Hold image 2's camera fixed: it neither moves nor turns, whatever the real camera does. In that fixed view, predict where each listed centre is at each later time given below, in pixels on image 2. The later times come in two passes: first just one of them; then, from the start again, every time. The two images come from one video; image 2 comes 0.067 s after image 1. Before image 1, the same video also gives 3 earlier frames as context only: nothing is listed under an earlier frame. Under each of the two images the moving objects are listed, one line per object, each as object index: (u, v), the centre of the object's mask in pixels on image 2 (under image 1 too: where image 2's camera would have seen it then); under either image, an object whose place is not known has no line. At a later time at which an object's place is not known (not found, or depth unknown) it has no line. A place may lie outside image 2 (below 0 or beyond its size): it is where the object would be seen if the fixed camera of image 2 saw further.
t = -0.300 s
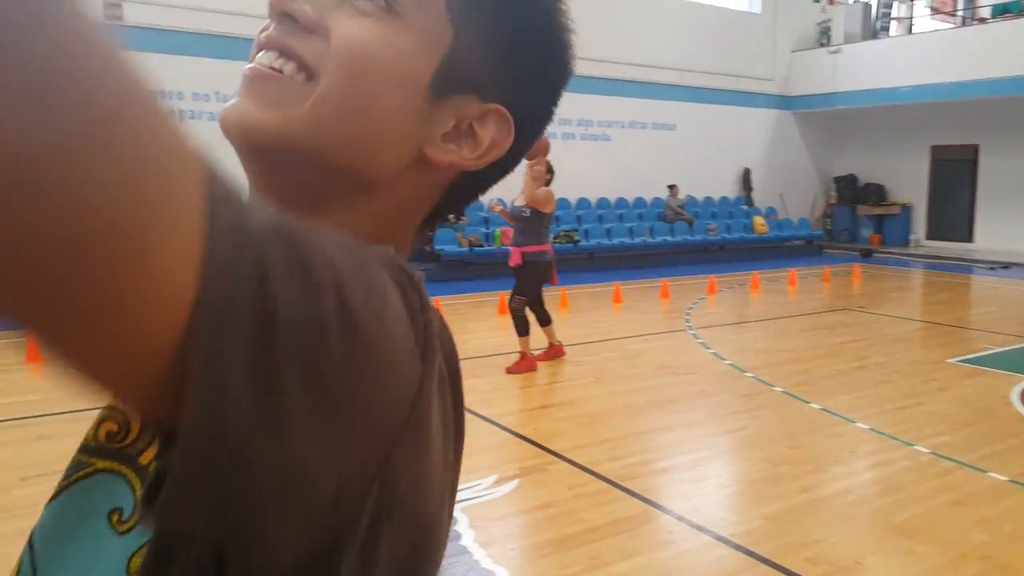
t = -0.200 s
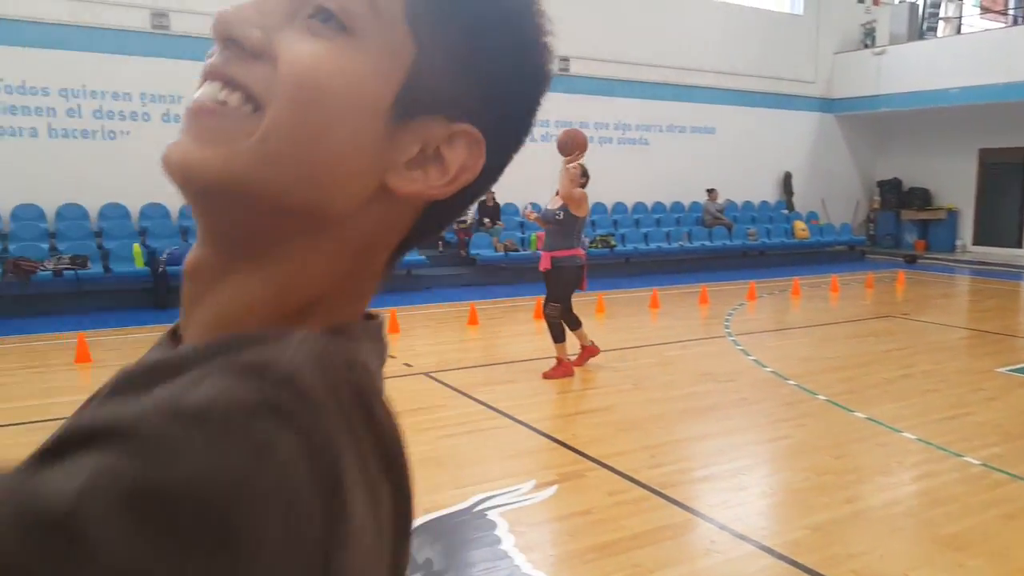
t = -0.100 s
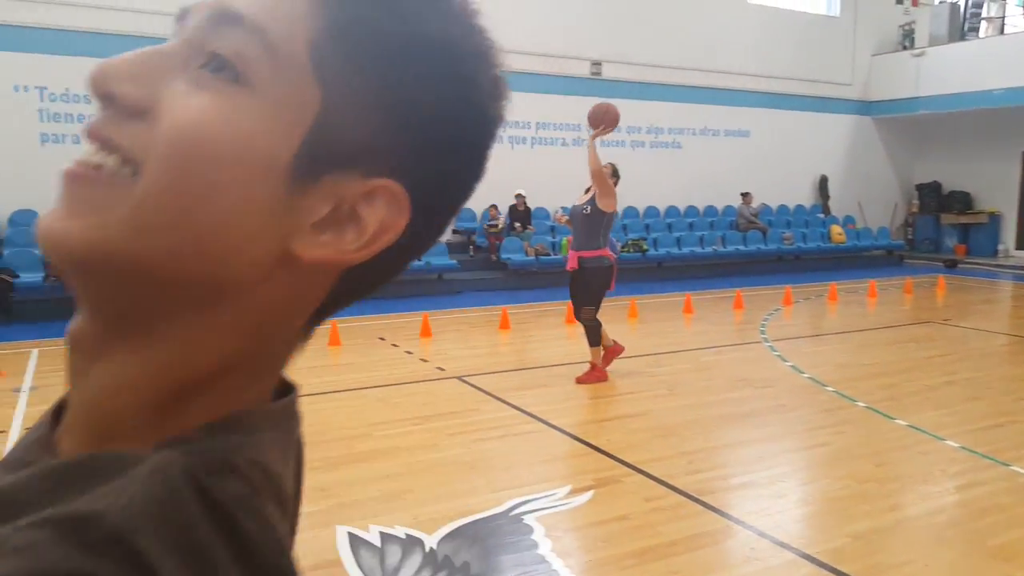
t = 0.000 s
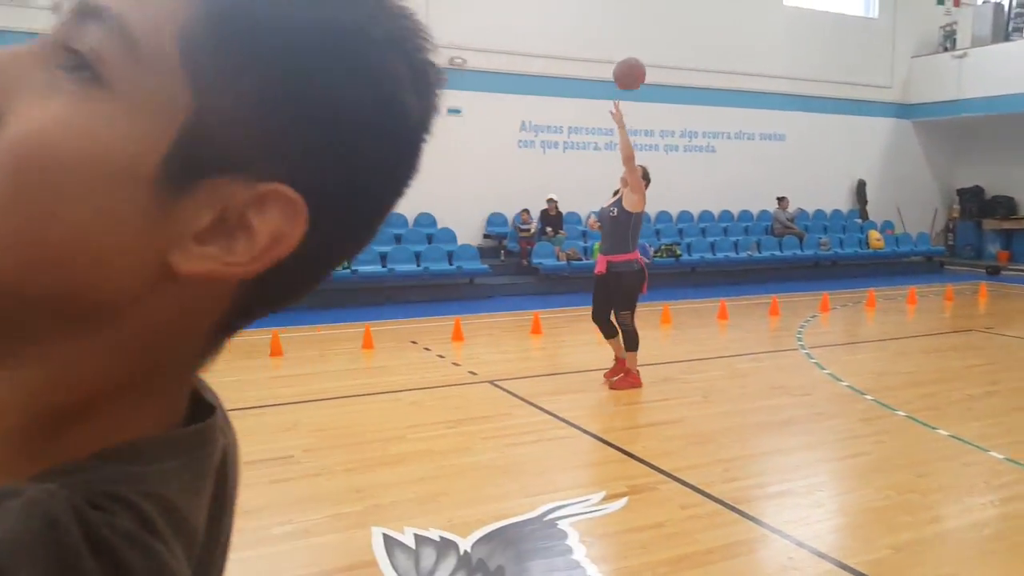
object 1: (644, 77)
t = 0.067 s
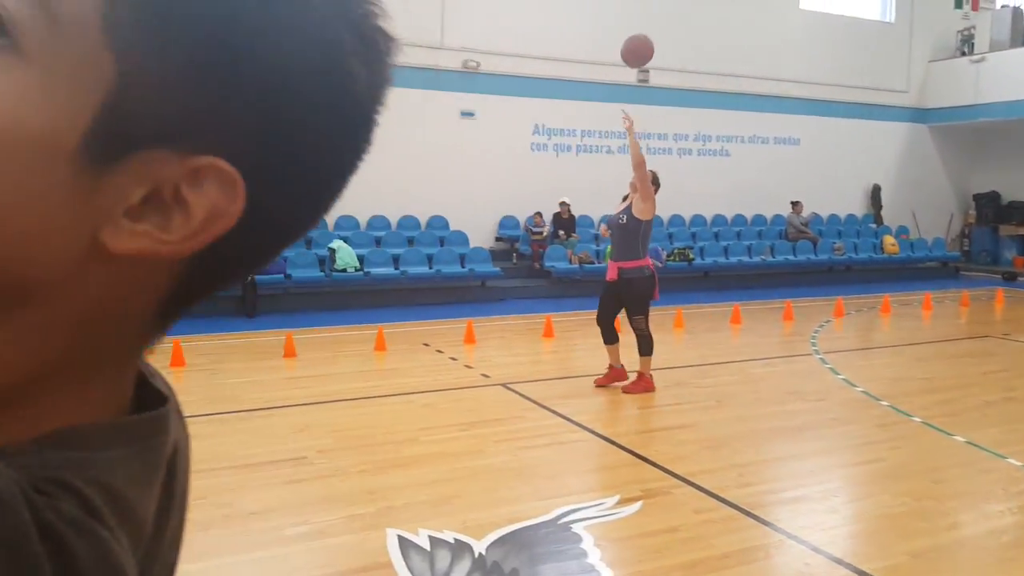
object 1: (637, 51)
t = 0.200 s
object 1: (620, 14)
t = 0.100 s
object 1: (633, 40)
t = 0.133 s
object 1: (630, 30)
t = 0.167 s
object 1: (625, 22)
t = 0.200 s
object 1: (620, 14)
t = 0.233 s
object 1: (616, 10)
